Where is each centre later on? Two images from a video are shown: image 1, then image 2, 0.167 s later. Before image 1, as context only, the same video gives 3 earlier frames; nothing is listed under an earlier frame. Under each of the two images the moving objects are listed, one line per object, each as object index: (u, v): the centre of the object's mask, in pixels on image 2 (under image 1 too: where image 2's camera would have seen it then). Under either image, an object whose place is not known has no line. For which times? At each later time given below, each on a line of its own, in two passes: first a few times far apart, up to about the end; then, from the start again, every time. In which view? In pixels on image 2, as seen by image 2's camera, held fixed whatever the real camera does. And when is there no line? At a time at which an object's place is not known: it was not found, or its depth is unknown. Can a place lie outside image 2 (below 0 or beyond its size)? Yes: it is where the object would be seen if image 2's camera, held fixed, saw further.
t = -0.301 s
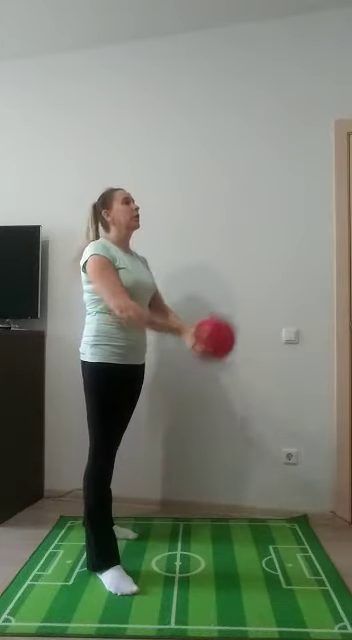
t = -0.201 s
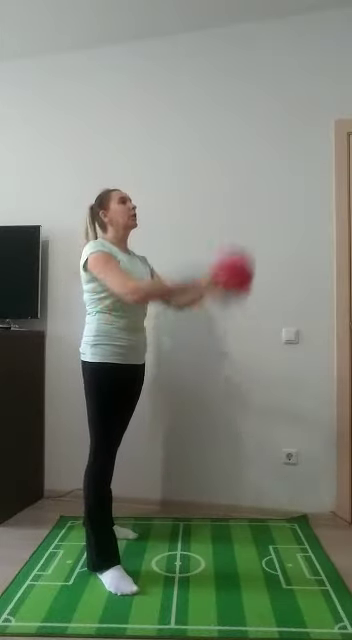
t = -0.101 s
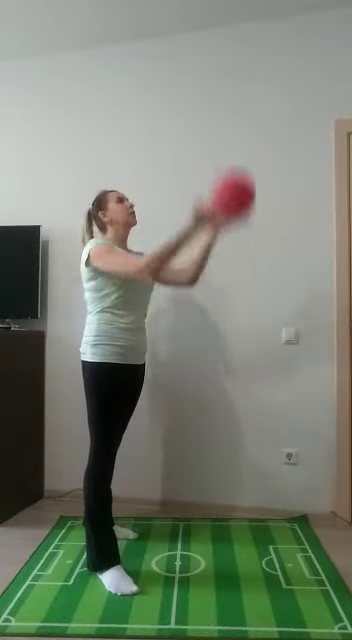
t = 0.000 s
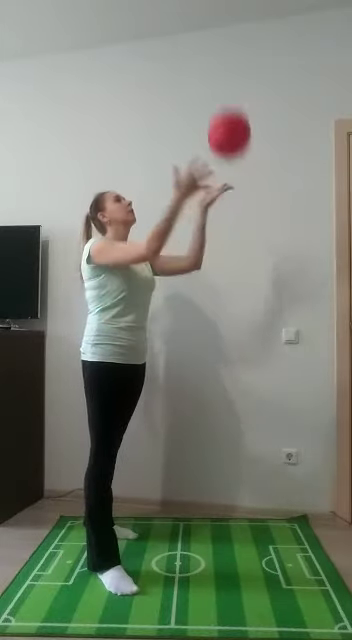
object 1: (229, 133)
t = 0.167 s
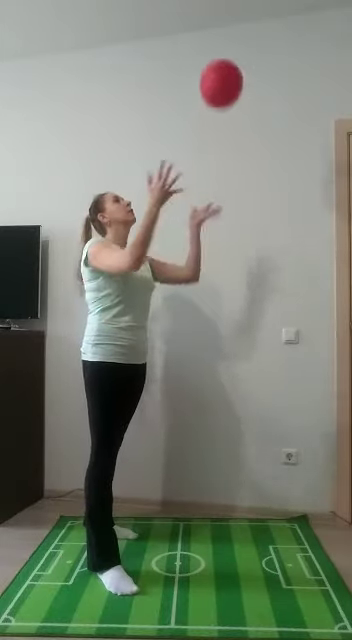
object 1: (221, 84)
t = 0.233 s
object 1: (218, 81)
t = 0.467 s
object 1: (209, 145)
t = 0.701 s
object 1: (200, 317)
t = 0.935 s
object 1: (187, 514)
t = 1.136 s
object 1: (186, 373)
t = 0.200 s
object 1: (219, 81)
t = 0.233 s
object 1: (218, 81)
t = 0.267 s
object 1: (216, 83)
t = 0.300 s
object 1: (215, 88)
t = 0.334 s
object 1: (214, 94)
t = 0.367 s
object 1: (213, 103)
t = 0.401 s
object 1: (211, 115)
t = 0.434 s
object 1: (210, 129)
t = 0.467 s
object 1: (209, 145)
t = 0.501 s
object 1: (207, 163)
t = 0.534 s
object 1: (206, 183)
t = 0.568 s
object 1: (205, 206)
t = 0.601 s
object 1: (204, 230)
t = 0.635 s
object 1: (202, 257)
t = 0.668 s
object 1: (200, 288)
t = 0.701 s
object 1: (200, 317)
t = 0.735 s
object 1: (198, 352)
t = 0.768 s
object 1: (197, 386)
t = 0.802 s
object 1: (195, 422)
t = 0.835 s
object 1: (194, 462)
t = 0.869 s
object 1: (191, 497)
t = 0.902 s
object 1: (190, 535)
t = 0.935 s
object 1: (187, 514)
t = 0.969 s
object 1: (189, 489)
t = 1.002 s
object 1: (188, 458)
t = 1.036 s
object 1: (187, 435)
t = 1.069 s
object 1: (187, 412)
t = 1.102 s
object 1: (187, 391)
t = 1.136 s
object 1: (186, 373)
